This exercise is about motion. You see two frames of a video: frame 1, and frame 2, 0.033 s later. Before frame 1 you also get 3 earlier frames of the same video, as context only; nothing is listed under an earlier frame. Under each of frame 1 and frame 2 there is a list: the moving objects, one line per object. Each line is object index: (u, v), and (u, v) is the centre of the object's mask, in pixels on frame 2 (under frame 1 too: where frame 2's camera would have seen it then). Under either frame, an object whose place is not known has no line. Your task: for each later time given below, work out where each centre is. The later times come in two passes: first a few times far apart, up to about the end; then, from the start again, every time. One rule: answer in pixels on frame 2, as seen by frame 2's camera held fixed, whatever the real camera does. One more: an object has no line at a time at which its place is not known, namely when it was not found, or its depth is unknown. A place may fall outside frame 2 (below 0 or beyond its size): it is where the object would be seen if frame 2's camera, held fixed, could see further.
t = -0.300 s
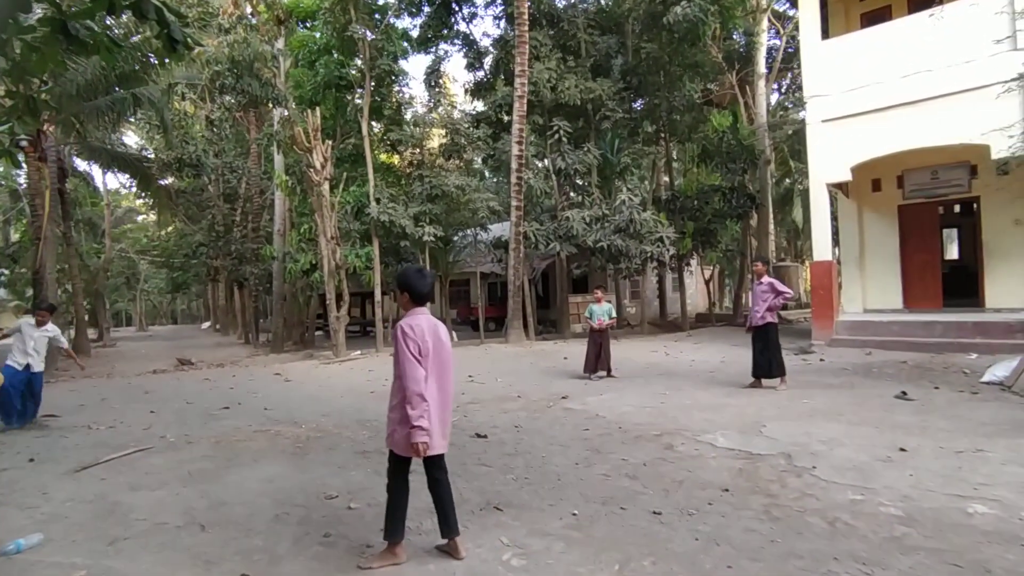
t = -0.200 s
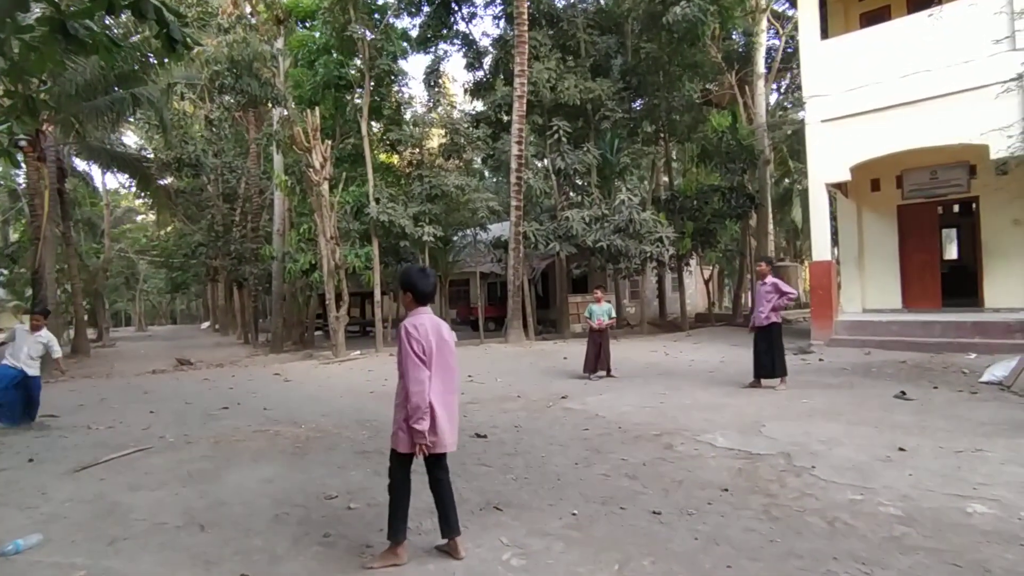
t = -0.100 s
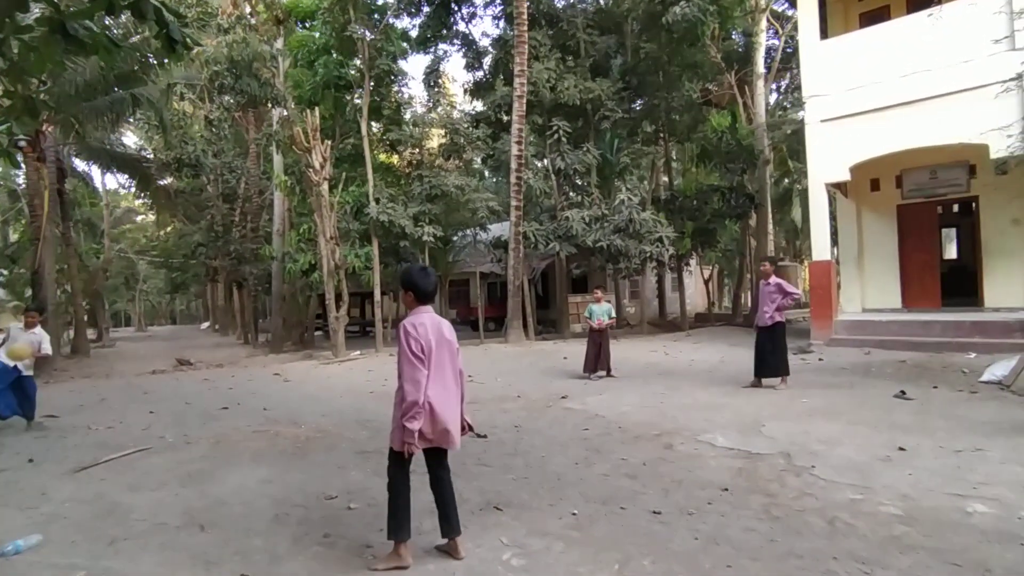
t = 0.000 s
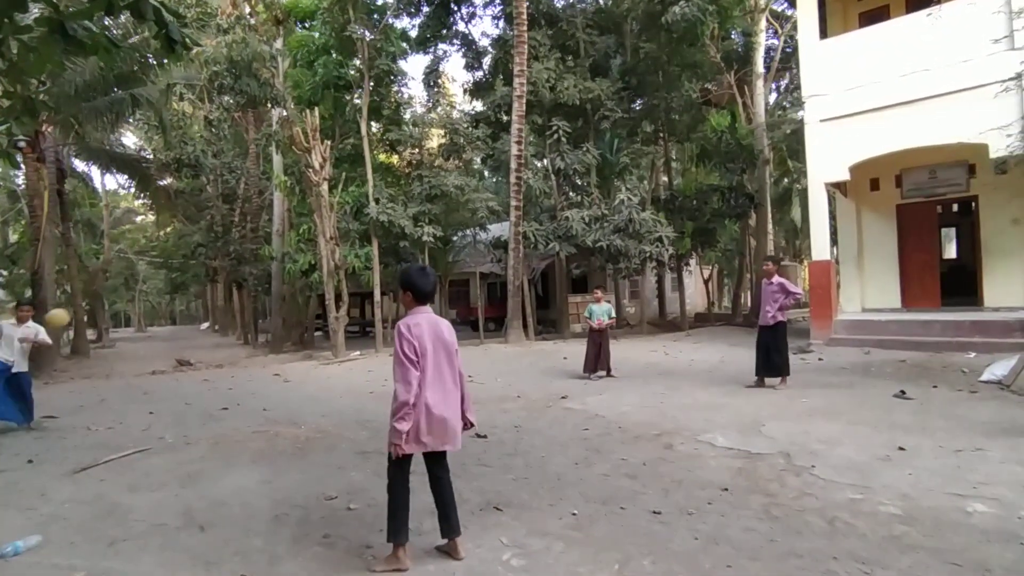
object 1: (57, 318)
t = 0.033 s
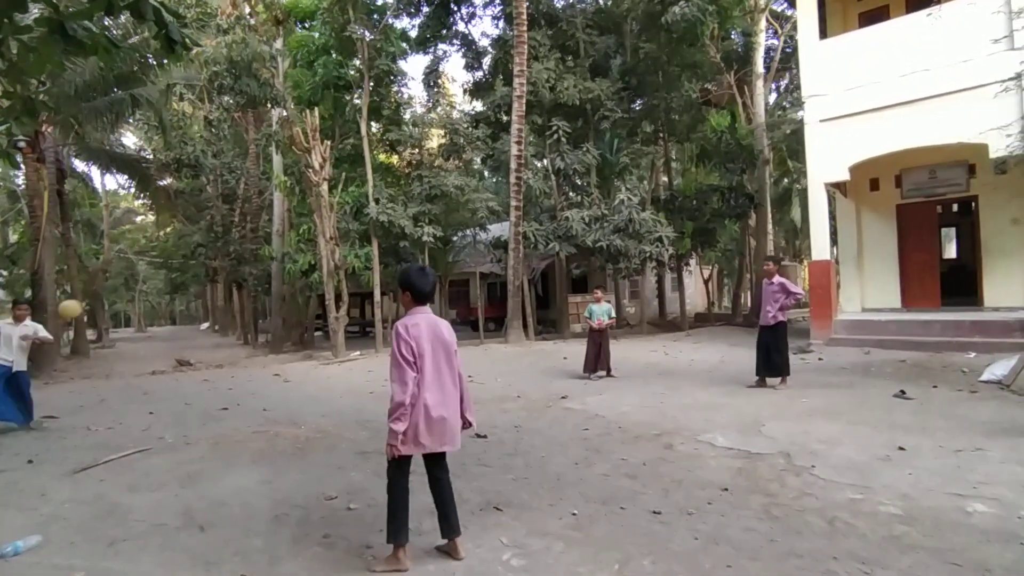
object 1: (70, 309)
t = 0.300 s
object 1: (156, 277)
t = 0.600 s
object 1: (234, 310)
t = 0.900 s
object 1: (297, 398)
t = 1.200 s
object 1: (325, 371)
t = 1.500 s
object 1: (352, 384)
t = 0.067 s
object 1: (81, 301)
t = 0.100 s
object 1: (93, 295)
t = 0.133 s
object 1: (105, 289)
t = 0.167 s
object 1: (116, 284)
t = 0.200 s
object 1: (125, 281)
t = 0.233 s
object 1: (135, 278)
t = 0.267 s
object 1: (145, 277)
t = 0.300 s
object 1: (156, 277)
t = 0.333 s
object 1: (166, 276)
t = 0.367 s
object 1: (175, 278)
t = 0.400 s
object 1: (184, 280)
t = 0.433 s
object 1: (193, 284)
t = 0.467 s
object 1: (202, 287)
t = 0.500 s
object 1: (210, 292)
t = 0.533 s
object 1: (219, 297)
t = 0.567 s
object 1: (227, 304)
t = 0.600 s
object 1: (234, 310)
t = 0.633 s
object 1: (242, 318)
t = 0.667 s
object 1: (250, 326)
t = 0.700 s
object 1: (257, 336)
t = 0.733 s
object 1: (264, 345)
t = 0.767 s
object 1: (271, 355)
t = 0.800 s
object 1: (278, 366)
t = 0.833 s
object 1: (284, 379)
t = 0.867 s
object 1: (291, 391)
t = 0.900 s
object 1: (297, 398)
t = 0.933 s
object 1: (300, 391)
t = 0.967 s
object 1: (303, 386)
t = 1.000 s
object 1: (306, 382)
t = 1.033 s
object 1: (309, 378)
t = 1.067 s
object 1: (312, 375)
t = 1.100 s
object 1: (315, 373)
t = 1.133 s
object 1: (318, 371)
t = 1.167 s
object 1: (321, 371)
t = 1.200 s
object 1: (325, 371)
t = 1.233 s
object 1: (328, 372)
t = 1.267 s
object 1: (332, 373)
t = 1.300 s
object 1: (335, 376)
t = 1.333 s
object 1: (338, 380)
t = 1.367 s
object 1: (341, 383)
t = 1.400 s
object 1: (344, 388)
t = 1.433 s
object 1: (346, 391)
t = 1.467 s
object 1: (349, 387)
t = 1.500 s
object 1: (352, 384)
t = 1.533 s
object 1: (355, 382)
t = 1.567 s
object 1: (357, 380)
